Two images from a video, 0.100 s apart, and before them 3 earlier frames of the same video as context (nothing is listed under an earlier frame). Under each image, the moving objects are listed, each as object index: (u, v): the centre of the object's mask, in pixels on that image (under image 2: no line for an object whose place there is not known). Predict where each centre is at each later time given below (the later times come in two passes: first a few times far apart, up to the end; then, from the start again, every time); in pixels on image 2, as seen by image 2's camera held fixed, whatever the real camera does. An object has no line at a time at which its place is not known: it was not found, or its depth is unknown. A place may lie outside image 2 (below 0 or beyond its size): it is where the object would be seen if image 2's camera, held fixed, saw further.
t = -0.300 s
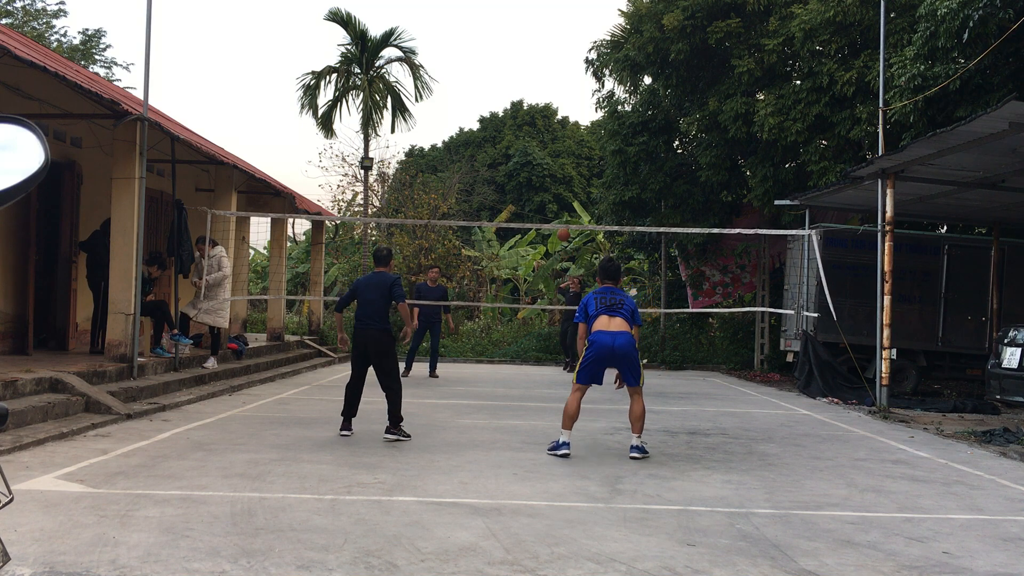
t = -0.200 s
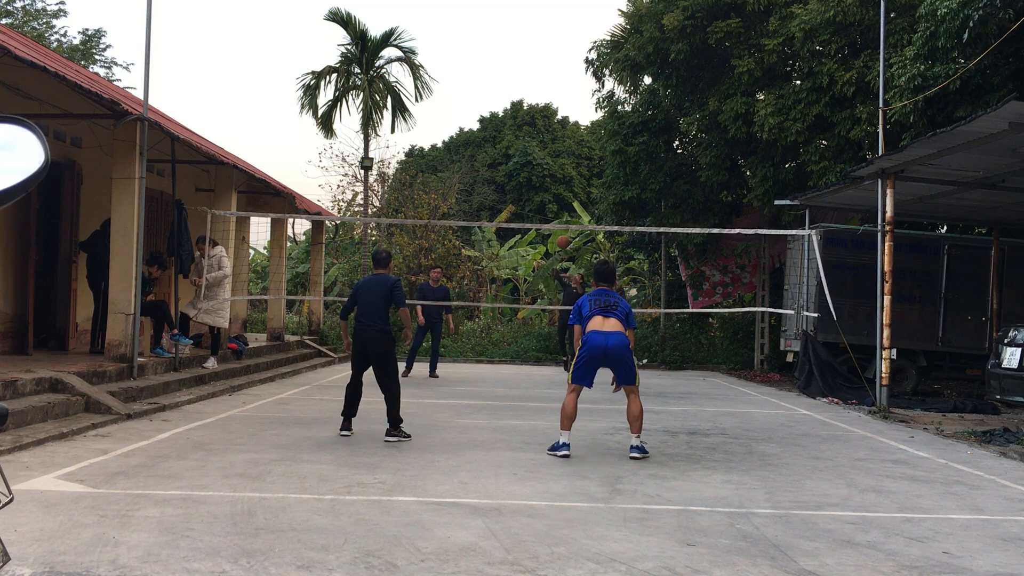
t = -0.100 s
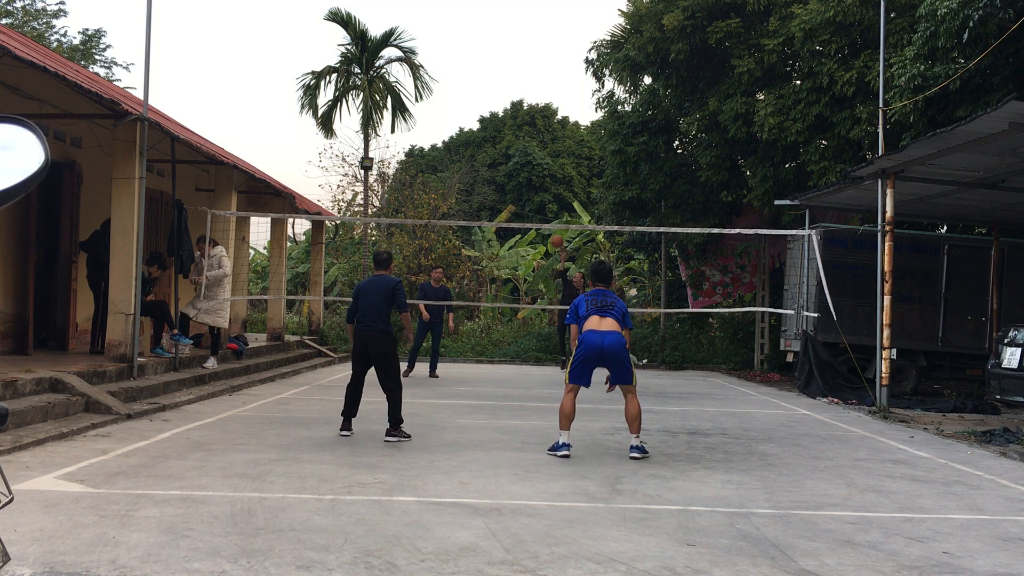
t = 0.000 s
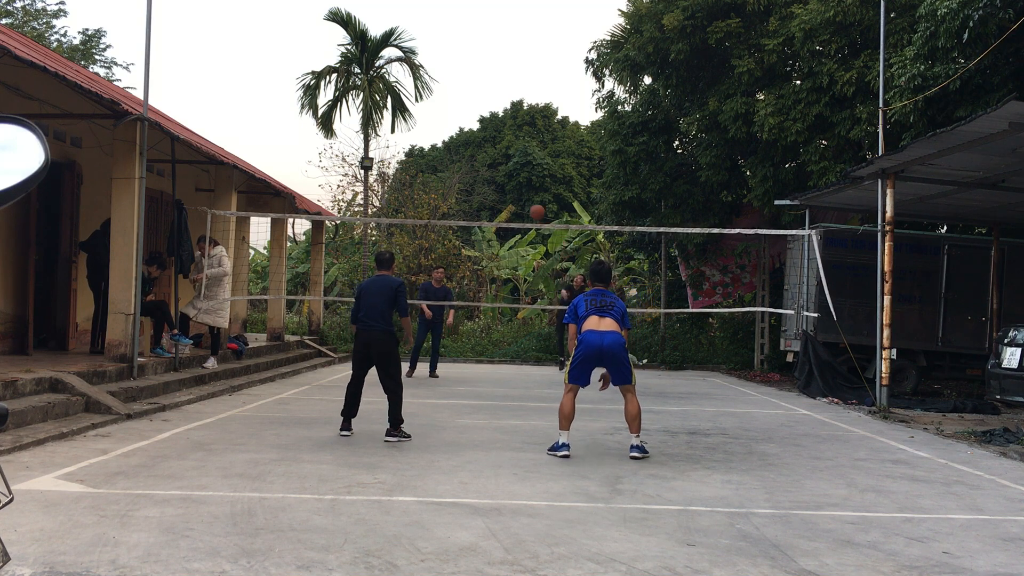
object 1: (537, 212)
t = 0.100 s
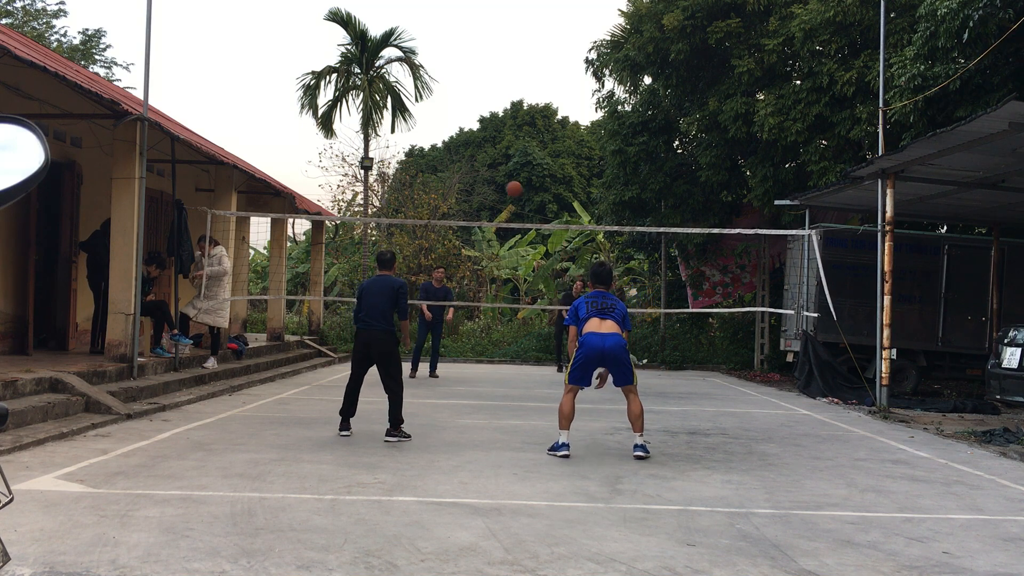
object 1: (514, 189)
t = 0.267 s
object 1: (464, 165)
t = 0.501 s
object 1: (376, 162)
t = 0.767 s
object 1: (238, 238)
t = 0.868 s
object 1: (170, 297)
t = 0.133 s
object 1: (505, 183)
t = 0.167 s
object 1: (495, 178)
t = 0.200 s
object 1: (486, 173)
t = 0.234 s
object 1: (475, 168)
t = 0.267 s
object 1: (464, 165)
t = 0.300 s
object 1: (453, 162)
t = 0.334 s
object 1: (441, 159)
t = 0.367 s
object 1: (429, 158)
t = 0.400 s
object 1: (416, 157)
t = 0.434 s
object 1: (404, 158)
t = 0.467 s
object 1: (390, 159)
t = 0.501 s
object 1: (376, 162)
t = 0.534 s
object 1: (362, 166)
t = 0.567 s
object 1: (346, 172)
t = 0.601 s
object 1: (330, 179)
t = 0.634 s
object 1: (313, 188)
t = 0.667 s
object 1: (295, 198)
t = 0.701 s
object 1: (278, 209)
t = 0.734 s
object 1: (258, 222)
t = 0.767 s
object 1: (238, 238)
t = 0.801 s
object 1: (217, 255)
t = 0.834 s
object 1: (194, 274)
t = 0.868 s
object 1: (170, 297)
